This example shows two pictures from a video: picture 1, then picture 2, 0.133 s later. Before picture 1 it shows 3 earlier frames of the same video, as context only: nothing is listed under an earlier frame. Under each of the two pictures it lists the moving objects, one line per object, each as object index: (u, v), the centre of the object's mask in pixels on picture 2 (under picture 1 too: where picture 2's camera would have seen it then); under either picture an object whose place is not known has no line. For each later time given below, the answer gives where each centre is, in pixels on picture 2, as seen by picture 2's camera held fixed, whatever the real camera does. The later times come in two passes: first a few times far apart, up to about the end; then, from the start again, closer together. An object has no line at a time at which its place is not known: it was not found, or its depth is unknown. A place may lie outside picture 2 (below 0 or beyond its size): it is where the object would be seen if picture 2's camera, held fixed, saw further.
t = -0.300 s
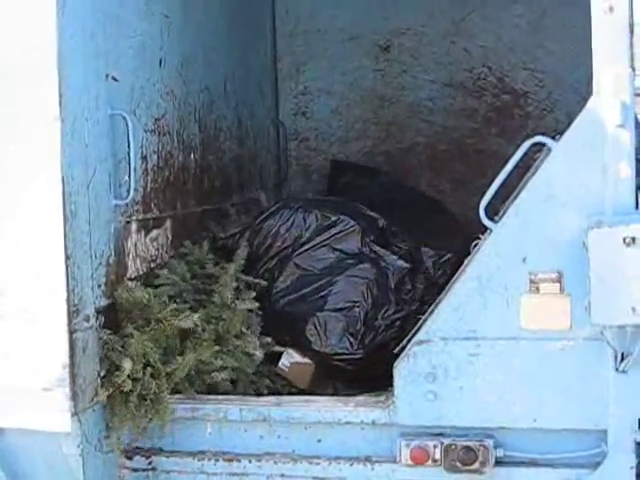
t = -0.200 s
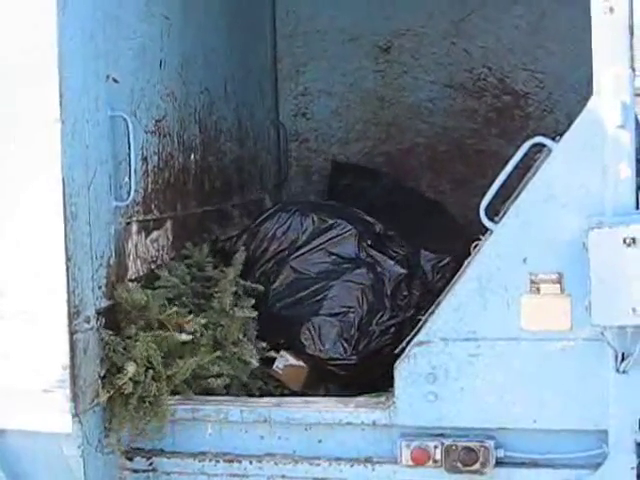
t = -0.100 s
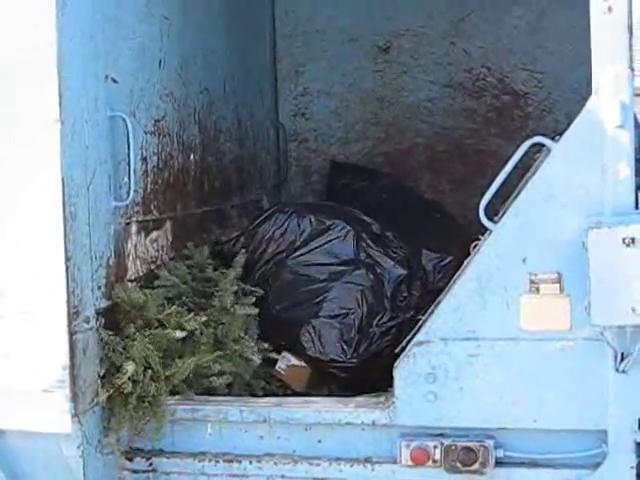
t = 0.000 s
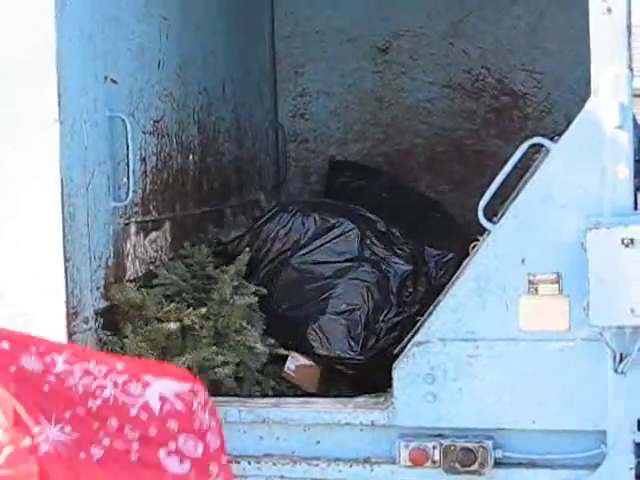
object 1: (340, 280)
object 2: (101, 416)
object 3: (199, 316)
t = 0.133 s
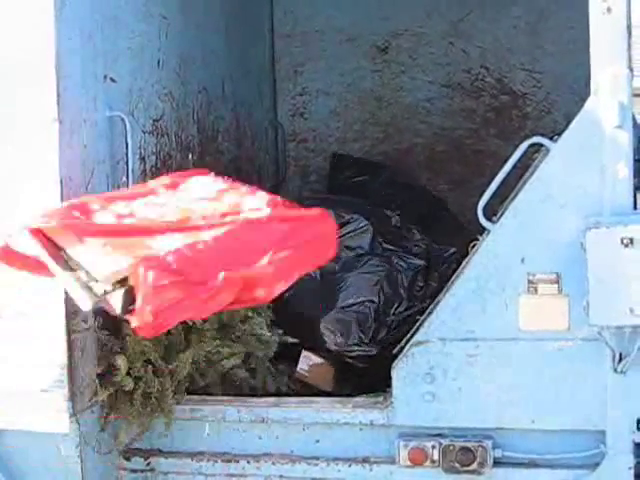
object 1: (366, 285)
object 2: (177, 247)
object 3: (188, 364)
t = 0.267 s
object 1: (364, 257)
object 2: (280, 132)
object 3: (195, 331)
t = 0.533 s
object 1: (357, 271)
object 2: (402, 85)
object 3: (206, 325)
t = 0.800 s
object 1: (359, 270)
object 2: (469, 129)
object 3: (211, 324)
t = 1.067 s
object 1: (359, 270)
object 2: (471, 146)
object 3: (211, 323)
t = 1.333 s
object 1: (359, 269)
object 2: (468, 147)
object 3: (211, 325)
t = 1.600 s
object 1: (360, 268)
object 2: (466, 149)
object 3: (210, 328)
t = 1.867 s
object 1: (360, 271)
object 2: (464, 151)
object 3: (207, 326)
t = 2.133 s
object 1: (361, 283)
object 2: (458, 159)
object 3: (209, 325)
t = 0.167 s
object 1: (365, 283)
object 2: (226, 207)
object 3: (189, 349)
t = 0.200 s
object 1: (358, 278)
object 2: (238, 180)
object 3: (190, 342)
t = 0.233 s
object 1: (357, 273)
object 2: (261, 153)
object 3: (193, 335)
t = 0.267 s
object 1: (364, 257)
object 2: (280, 132)
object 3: (195, 331)
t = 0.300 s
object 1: (366, 255)
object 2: (299, 114)
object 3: (198, 327)
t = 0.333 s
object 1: (367, 254)
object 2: (316, 102)
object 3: (200, 327)
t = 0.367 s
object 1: (368, 255)
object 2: (332, 92)
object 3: (202, 326)
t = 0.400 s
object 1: (358, 269)
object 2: (347, 86)
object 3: (204, 323)
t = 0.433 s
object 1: (357, 270)
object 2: (362, 82)
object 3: (204, 324)
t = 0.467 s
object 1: (357, 270)
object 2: (376, 82)
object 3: (204, 325)
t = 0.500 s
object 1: (356, 271)
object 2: (389, 83)
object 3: (205, 325)
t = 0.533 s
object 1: (357, 271)
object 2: (402, 85)
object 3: (206, 325)
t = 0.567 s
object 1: (357, 271)
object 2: (412, 89)
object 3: (207, 324)
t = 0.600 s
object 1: (358, 271)
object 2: (424, 94)
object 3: (208, 324)
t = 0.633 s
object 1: (358, 270)
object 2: (434, 101)
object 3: (208, 324)
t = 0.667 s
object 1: (359, 270)
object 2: (444, 109)
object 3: (209, 324)
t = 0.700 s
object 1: (359, 270)
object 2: (452, 116)
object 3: (210, 324)
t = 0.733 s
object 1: (358, 270)
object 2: (459, 123)
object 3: (210, 324)
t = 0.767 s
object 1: (358, 270)
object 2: (467, 127)
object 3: (211, 324)
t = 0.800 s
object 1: (359, 270)
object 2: (469, 129)
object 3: (211, 324)
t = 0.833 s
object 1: (359, 271)
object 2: (471, 132)
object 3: (211, 323)
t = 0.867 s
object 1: (359, 270)
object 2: (473, 137)
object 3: (211, 323)
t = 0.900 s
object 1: (359, 270)
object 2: (475, 141)
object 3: (211, 323)
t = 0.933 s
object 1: (358, 270)
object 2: (473, 143)
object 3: (211, 323)
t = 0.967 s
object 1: (359, 270)
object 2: (472, 143)
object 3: (211, 324)
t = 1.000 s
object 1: (359, 270)
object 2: (470, 146)
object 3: (211, 323)
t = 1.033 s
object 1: (359, 270)
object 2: (471, 145)
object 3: (211, 323)
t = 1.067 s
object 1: (359, 270)
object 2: (471, 146)
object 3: (211, 323)
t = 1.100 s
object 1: (359, 270)
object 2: (470, 146)
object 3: (211, 324)
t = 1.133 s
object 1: (359, 269)
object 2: (470, 146)
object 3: (211, 323)
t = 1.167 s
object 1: (359, 270)
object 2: (469, 146)
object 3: (211, 324)
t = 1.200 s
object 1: (359, 270)
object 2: (469, 146)
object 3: (211, 324)
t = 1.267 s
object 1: (359, 270)
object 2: (469, 146)
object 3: (211, 325)
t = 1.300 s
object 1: (359, 269)
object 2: (469, 147)
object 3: (211, 325)
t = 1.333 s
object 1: (359, 269)
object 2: (468, 147)
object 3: (211, 325)
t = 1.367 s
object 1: (359, 269)
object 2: (468, 147)
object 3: (210, 325)
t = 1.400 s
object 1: (359, 269)
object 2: (468, 148)
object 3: (211, 326)
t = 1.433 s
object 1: (359, 269)
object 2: (468, 148)
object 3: (210, 326)
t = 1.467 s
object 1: (359, 269)
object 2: (467, 148)
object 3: (210, 326)
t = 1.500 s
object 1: (359, 268)
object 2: (466, 149)
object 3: (210, 327)
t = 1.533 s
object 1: (359, 268)
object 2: (466, 149)
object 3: (210, 327)
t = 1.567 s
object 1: (360, 268)
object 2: (466, 149)
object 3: (210, 327)
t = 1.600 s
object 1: (360, 268)
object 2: (466, 149)
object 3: (210, 328)
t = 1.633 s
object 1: (359, 268)
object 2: (466, 149)
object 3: (211, 327)
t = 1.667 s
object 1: (360, 268)
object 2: (466, 149)
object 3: (211, 327)
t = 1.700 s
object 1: (360, 268)
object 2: (465, 149)
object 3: (210, 327)
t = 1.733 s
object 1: (360, 268)
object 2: (465, 150)
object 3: (210, 327)
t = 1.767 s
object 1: (360, 268)
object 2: (465, 150)
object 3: (208, 326)
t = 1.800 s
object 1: (359, 269)
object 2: (465, 150)
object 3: (208, 326)
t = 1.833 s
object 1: (358, 270)
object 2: (464, 151)
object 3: (207, 326)
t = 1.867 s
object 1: (360, 271)
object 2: (464, 151)
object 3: (207, 326)
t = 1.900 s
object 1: (361, 271)
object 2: (463, 152)
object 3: (207, 326)
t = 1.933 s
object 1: (361, 274)
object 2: (462, 153)
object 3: (208, 326)
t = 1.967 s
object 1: (361, 276)
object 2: (462, 153)
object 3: (208, 326)
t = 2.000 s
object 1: (361, 279)
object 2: (461, 154)
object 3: (208, 326)
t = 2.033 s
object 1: (360, 280)
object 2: (461, 155)
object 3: (208, 326)
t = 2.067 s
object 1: (361, 283)
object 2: (460, 157)
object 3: (208, 326)
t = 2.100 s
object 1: (361, 283)
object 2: (459, 158)
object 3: (208, 326)
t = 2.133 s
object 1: (361, 283)
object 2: (458, 159)
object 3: (209, 325)
